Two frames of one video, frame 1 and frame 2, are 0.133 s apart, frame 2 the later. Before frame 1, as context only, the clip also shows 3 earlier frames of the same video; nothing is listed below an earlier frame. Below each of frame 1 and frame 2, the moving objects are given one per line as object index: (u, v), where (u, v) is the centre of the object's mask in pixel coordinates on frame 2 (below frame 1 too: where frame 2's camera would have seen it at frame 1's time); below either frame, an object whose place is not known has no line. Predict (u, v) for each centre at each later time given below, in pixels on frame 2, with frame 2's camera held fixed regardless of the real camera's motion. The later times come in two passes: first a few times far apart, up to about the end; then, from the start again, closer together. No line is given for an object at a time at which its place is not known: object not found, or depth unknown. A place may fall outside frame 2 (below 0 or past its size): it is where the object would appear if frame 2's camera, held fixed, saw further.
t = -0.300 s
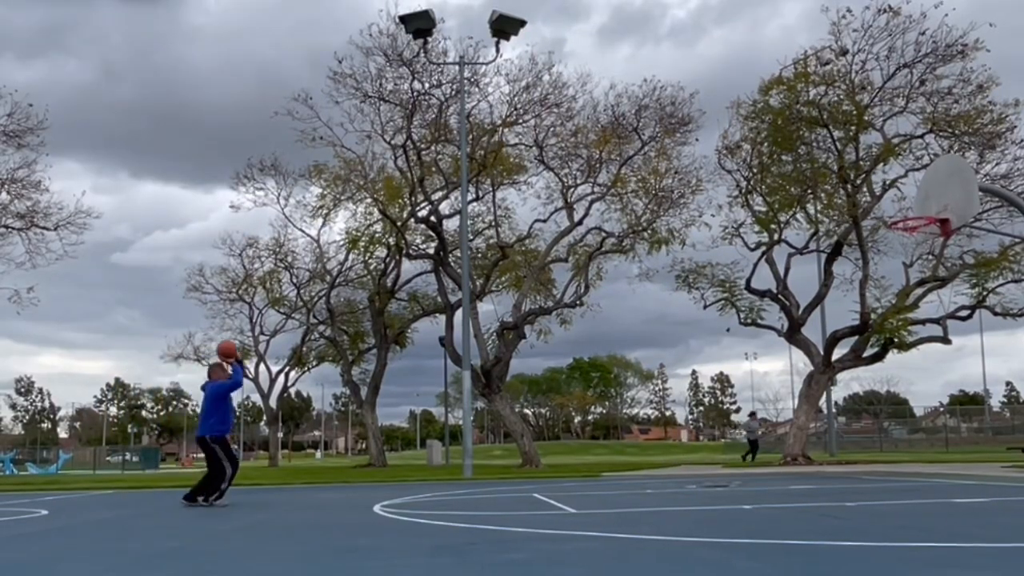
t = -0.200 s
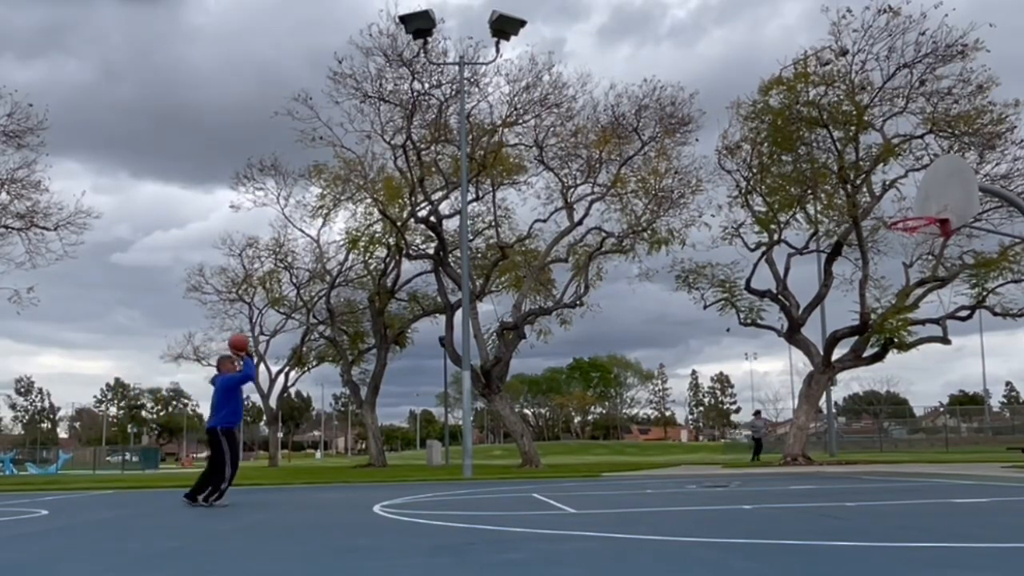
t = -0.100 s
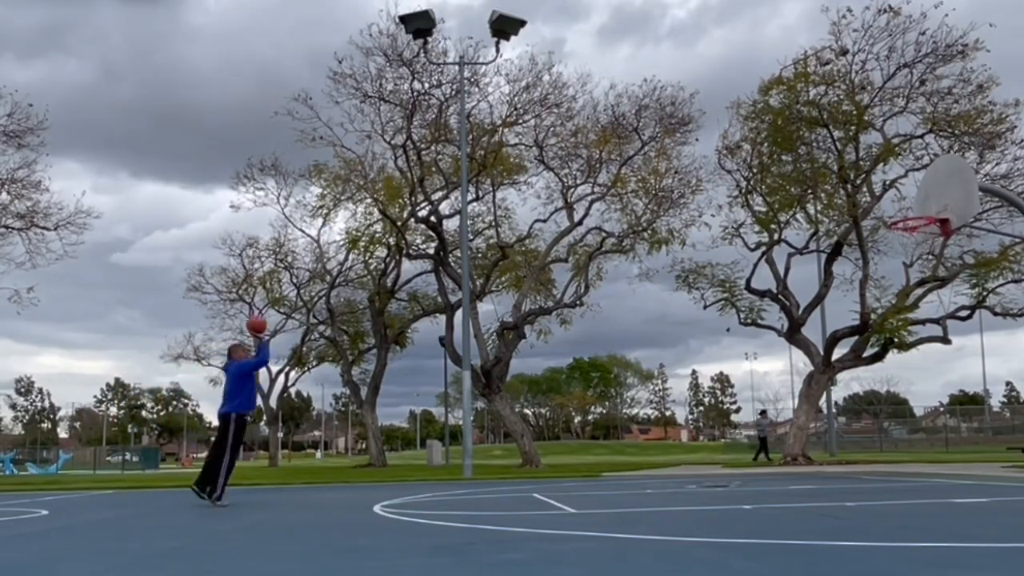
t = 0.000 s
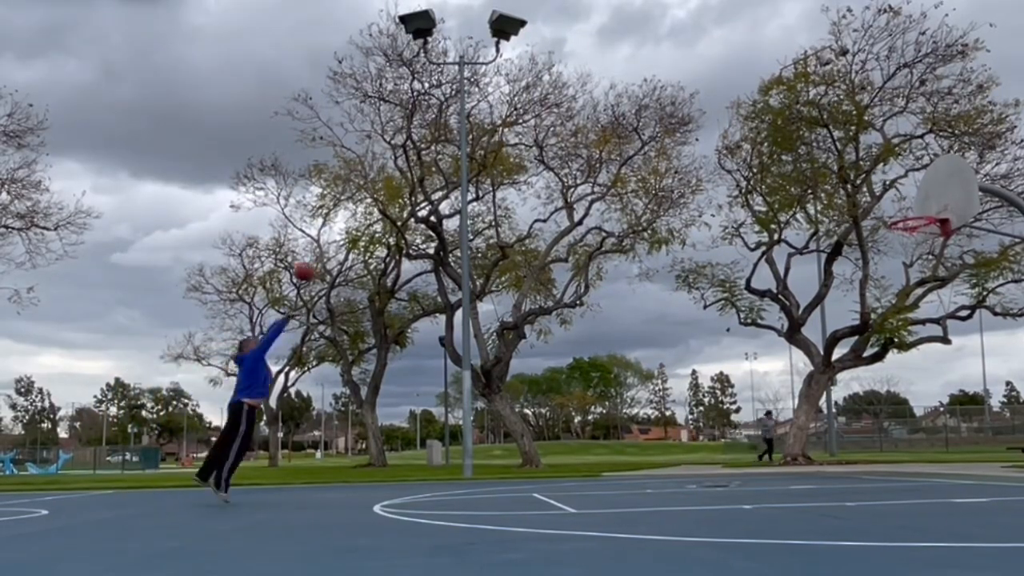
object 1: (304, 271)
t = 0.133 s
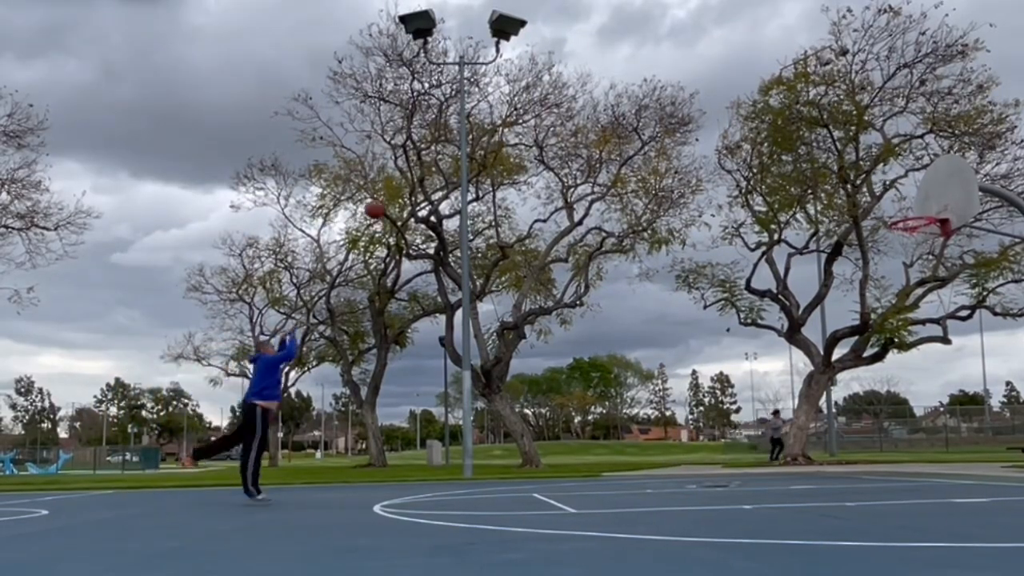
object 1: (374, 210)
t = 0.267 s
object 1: (443, 163)
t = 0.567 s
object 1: (592, 112)
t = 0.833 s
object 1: (723, 128)
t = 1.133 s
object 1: (872, 216)
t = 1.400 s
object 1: (775, 338)
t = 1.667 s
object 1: (665, 468)
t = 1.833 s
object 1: (596, 387)
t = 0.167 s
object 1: (391, 197)
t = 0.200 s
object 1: (408, 184)
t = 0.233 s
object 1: (426, 173)
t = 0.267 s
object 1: (443, 163)
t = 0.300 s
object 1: (461, 154)
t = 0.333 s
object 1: (477, 146)
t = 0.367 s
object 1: (494, 138)
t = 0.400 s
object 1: (509, 131)
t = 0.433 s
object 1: (527, 125)
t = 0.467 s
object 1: (544, 121)
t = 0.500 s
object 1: (559, 117)
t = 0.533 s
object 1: (576, 115)
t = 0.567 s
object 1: (592, 112)
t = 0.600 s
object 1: (609, 111)
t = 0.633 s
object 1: (625, 111)
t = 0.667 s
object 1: (642, 112)
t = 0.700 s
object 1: (657, 113)
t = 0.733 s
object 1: (675, 116)
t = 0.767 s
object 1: (691, 119)
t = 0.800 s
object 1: (707, 123)
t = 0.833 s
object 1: (723, 128)
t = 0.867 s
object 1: (738, 135)
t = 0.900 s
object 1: (755, 142)
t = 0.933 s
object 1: (772, 150)
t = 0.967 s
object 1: (788, 159)
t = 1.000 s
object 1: (804, 168)
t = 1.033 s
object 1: (821, 178)
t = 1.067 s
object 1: (839, 190)
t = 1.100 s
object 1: (854, 203)
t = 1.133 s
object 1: (872, 216)
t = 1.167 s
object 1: (878, 228)
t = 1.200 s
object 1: (863, 241)
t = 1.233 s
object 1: (848, 255)
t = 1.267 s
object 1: (834, 270)
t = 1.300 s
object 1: (819, 286)
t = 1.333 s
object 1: (804, 302)
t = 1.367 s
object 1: (791, 319)
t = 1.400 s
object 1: (775, 338)
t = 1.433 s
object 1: (761, 356)
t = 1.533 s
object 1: (720, 420)
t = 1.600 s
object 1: (693, 468)
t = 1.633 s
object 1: (680, 486)
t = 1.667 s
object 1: (665, 468)
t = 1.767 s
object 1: (623, 415)
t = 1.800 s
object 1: (609, 400)
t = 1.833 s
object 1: (596, 387)
